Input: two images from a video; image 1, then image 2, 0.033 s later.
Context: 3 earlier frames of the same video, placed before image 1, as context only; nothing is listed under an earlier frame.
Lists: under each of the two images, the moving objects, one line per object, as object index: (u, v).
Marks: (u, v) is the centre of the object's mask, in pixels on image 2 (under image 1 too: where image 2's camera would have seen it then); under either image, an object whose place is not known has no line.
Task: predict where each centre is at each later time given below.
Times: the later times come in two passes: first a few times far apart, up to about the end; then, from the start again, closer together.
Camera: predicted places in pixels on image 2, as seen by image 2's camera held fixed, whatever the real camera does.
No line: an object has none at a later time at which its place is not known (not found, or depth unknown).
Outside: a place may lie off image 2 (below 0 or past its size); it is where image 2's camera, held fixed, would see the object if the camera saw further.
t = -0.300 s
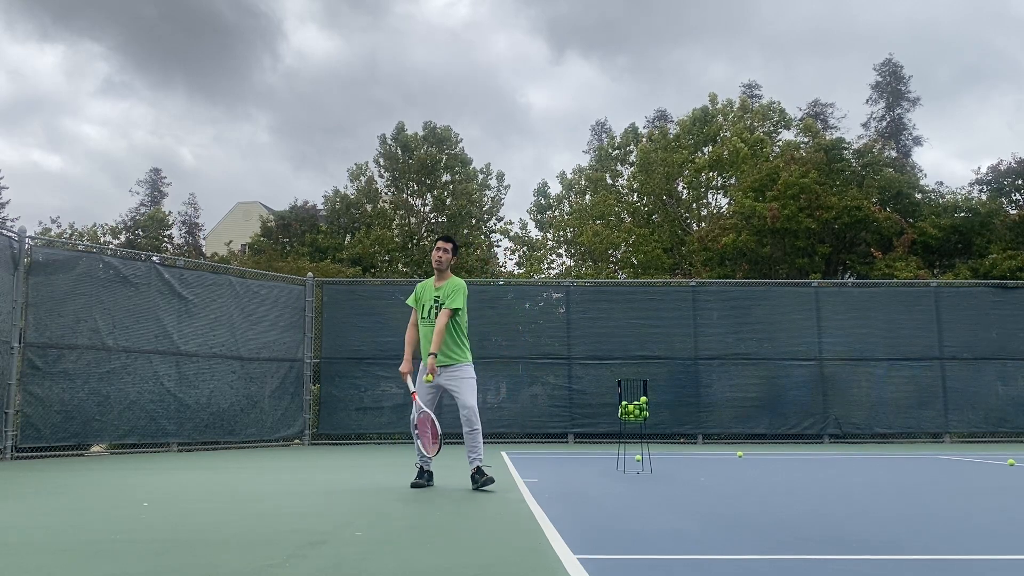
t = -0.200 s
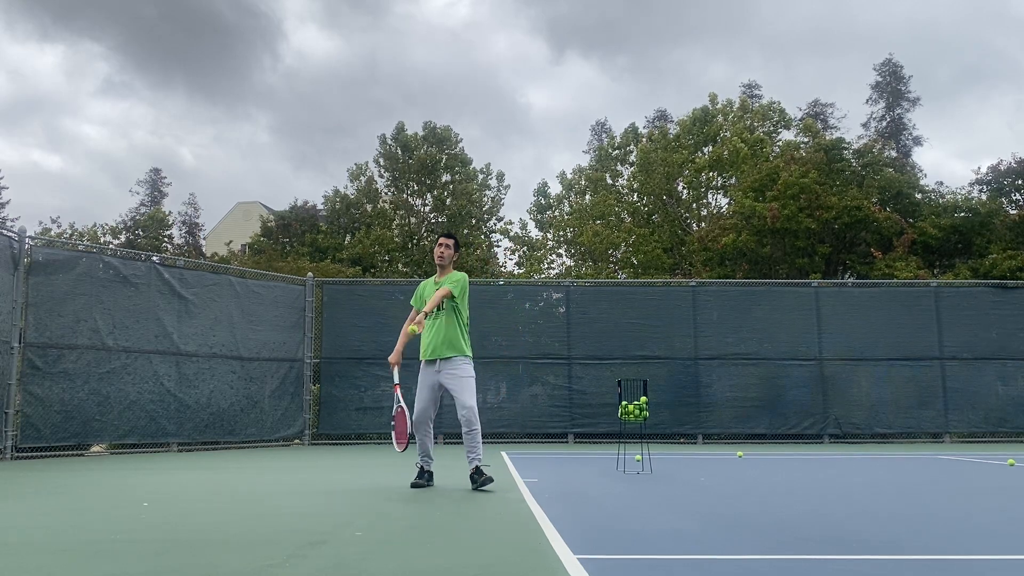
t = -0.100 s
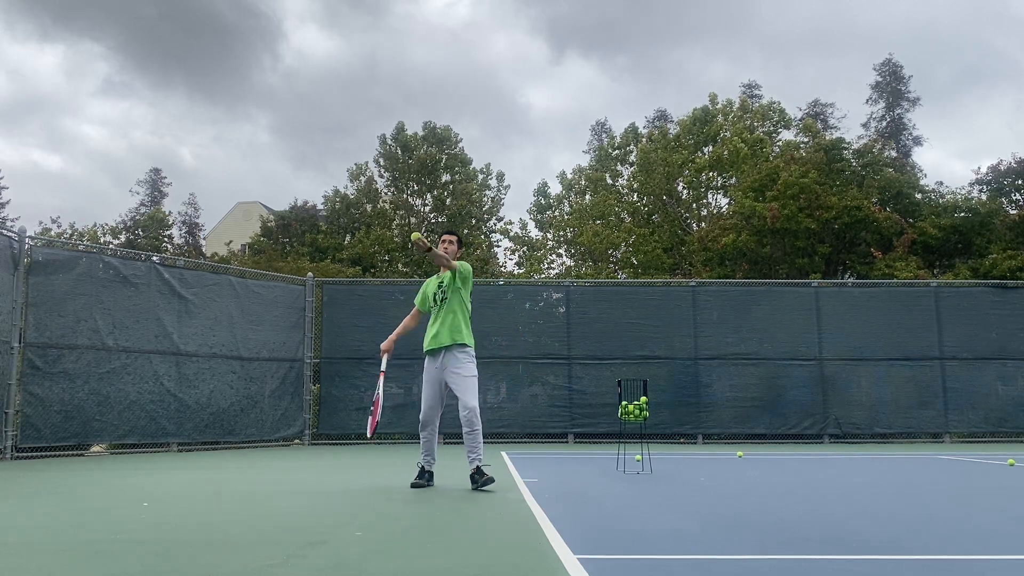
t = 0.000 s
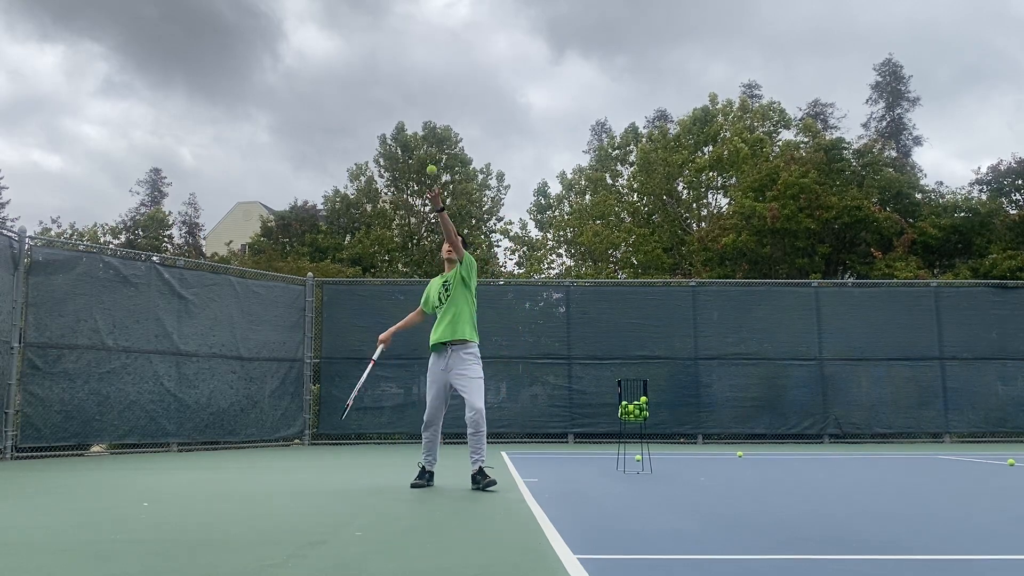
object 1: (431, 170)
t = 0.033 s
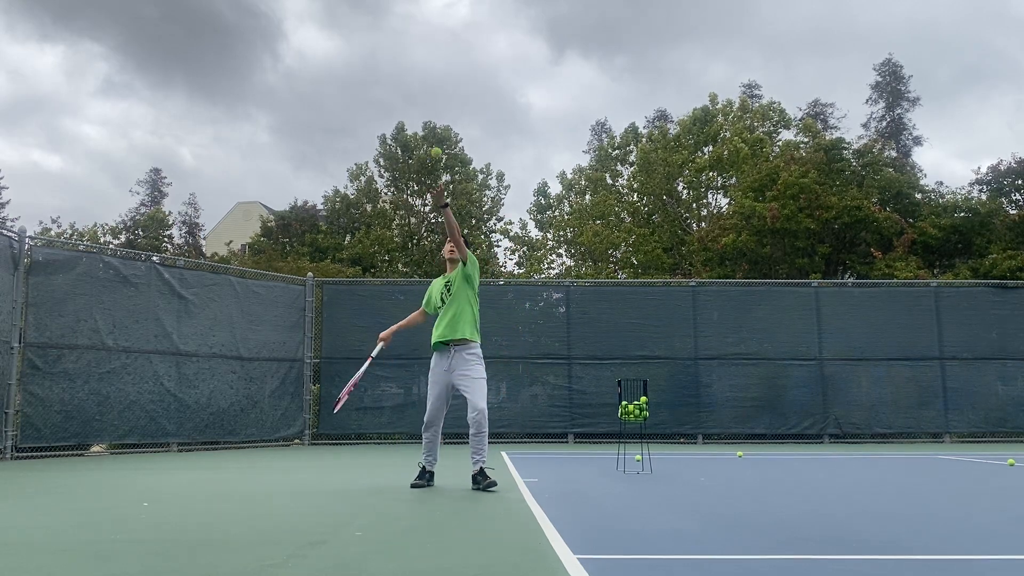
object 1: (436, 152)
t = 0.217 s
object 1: (461, 88)
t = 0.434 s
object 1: (489, 74)
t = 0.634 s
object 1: (512, 112)
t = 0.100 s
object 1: (446, 123)
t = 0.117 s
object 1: (448, 117)
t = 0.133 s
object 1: (450, 111)
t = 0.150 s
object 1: (453, 106)
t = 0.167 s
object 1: (455, 101)
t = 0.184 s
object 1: (457, 96)
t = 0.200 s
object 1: (459, 92)
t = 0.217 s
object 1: (461, 88)
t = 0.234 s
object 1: (464, 84)
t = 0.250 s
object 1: (466, 82)
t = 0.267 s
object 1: (468, 79)
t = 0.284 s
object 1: (470, 77)
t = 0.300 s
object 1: (472, 75)
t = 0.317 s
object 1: (474, 73)
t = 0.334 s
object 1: (476, 72)
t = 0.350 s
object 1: (478, 72)
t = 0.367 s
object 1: (481, 71)
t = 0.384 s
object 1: (483, 71)
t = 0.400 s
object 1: (485, 72)
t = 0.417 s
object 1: (487, 73)
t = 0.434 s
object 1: (489, 74)
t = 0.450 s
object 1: (491, 75)
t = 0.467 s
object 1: (493, 77)
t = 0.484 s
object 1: (495, 79)
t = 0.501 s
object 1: (497, 81)
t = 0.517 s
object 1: (499, 84)
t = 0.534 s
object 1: (500, 87)
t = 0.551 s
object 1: (502, 91)
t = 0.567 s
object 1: (504, 94)
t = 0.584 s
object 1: (506, 98)
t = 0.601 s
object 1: (508, 103)
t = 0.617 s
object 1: (510, 107)
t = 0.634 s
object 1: (512, 112)
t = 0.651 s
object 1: (514, 118)
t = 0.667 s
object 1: (516, 124)
